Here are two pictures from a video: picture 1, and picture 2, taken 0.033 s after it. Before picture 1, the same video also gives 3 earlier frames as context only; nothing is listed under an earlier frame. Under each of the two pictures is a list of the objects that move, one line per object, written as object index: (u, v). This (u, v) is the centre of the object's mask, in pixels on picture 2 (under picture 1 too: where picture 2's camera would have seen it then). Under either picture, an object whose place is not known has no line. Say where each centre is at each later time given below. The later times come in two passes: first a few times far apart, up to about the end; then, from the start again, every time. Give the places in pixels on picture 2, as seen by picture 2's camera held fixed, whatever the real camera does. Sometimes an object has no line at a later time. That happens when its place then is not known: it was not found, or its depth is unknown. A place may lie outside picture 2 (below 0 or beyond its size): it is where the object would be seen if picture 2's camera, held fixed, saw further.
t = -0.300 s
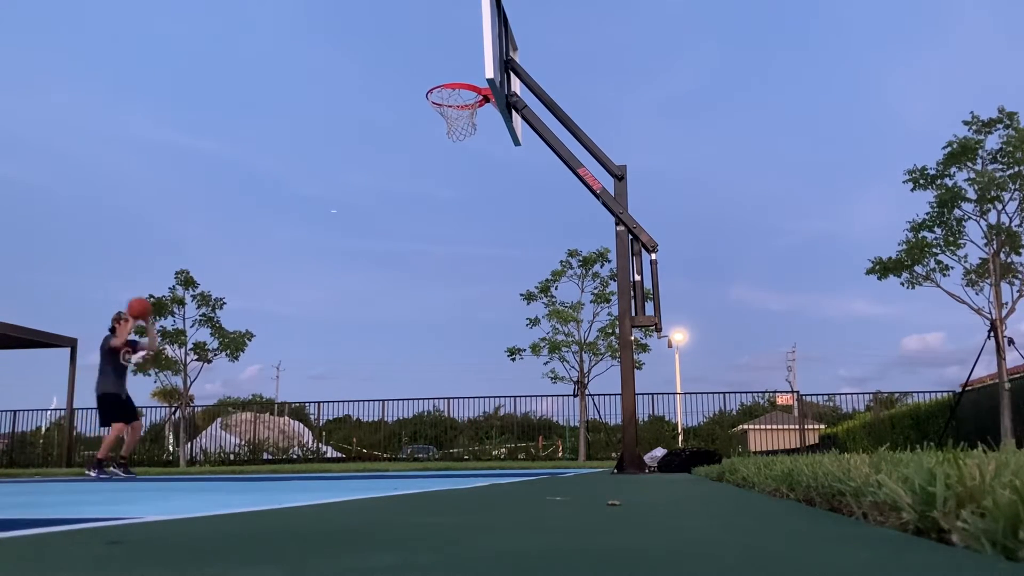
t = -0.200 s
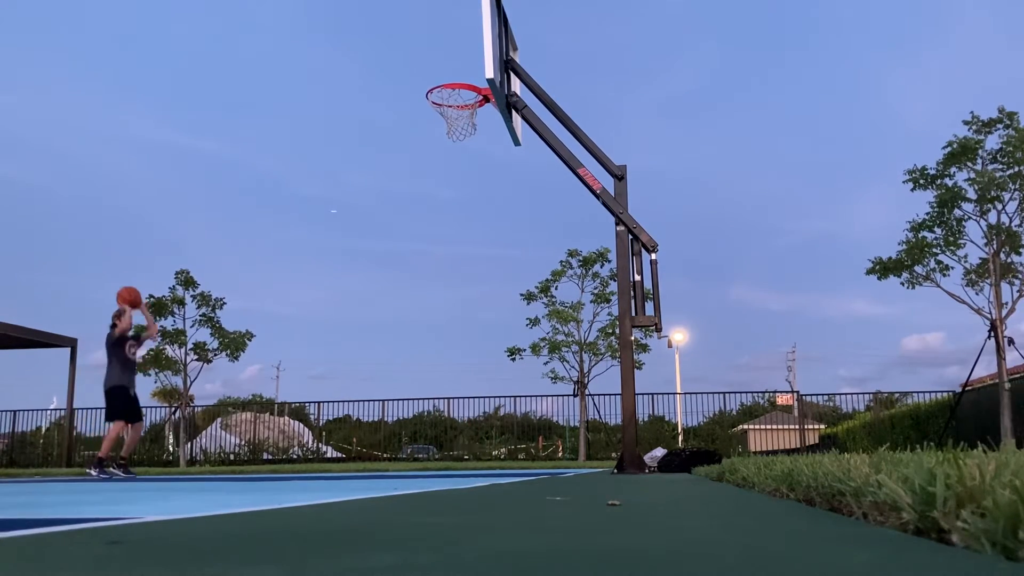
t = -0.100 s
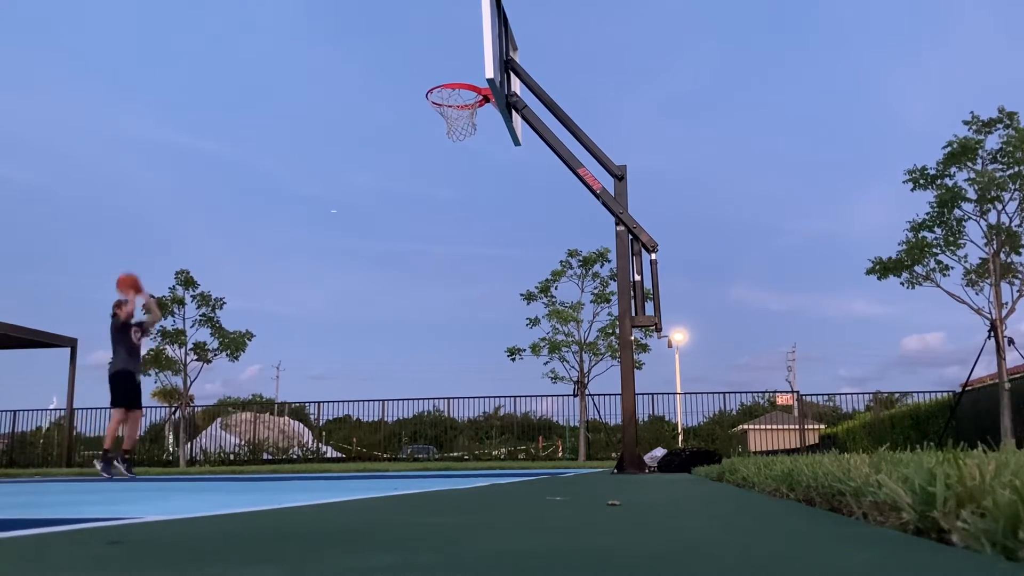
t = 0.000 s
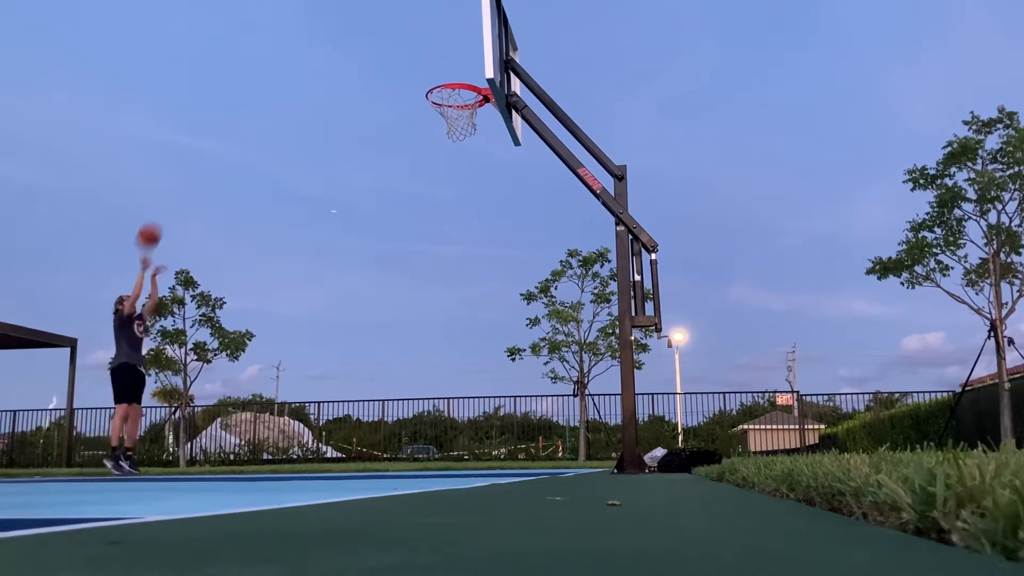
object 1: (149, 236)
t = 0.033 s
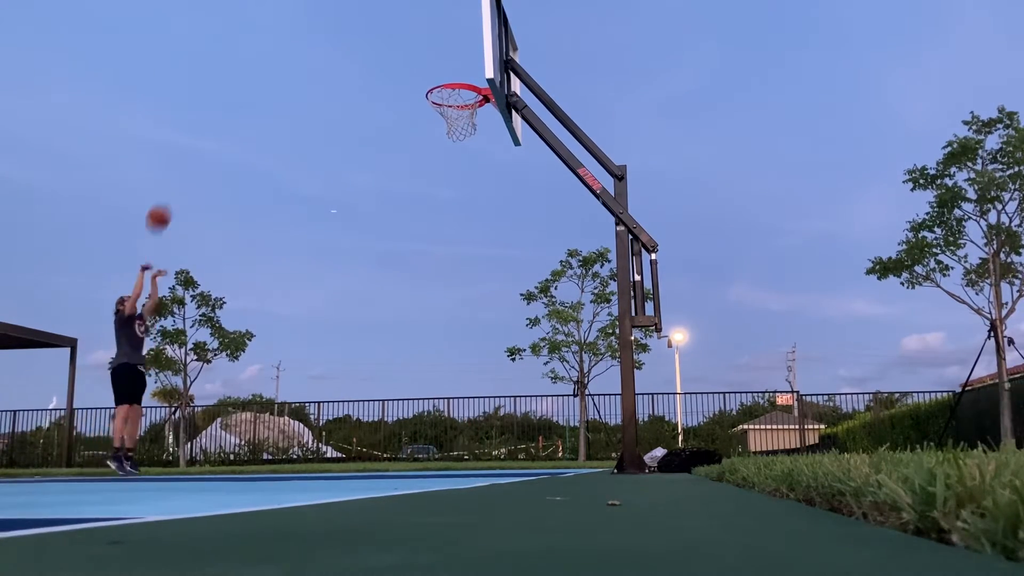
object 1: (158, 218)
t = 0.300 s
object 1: (237, 102)
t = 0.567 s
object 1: (320, 45)
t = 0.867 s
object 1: (422, 60)
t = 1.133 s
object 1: (439, 106)
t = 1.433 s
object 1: (468, 130)
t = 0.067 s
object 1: (168, 200)
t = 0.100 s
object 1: (178, 184)
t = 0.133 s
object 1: (188, 168)
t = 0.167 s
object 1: (198, 153)
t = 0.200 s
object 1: (208, 139)
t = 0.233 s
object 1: (218, 125)
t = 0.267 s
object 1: (227, 114)
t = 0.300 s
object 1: (237, 102)
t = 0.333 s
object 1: (248, 92)
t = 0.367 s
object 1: (258, 82)
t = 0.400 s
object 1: (268, 74)
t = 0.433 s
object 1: (278, 66)
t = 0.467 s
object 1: (289, 60)
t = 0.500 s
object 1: (299, 54)
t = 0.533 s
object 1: (309, 49)
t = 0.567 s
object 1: (320, 45)
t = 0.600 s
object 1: (331, 43)
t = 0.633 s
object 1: (342, 41)
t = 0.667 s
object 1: (353, 40)
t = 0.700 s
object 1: (364, 41)
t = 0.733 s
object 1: (375, 43)
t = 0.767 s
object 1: (386, 45)
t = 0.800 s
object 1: (398, 49)
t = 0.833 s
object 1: (410, 54)
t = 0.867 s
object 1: (422, 60)
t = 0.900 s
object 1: (434, 68)
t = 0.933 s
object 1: (446, 76)
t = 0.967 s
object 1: (459, 87)
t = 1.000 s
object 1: (465, 95)
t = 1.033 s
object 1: (465, 95)
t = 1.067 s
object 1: (460, 100)
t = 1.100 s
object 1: (450, 102)
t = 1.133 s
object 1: (439, 106)
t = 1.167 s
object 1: (436, 109)
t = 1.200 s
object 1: (438, 113)
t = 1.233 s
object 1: (442, 115)
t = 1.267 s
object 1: (447, 119)
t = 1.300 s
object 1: (450, 122)
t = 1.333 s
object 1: (456, 125)
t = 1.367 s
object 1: (460, 128)
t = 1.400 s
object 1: (465, 129)
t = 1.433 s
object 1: (468, 130)
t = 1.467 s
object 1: (470, 131)
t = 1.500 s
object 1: (472, 133)
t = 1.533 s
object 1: (474, 136)
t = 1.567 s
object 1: (476, 141)
